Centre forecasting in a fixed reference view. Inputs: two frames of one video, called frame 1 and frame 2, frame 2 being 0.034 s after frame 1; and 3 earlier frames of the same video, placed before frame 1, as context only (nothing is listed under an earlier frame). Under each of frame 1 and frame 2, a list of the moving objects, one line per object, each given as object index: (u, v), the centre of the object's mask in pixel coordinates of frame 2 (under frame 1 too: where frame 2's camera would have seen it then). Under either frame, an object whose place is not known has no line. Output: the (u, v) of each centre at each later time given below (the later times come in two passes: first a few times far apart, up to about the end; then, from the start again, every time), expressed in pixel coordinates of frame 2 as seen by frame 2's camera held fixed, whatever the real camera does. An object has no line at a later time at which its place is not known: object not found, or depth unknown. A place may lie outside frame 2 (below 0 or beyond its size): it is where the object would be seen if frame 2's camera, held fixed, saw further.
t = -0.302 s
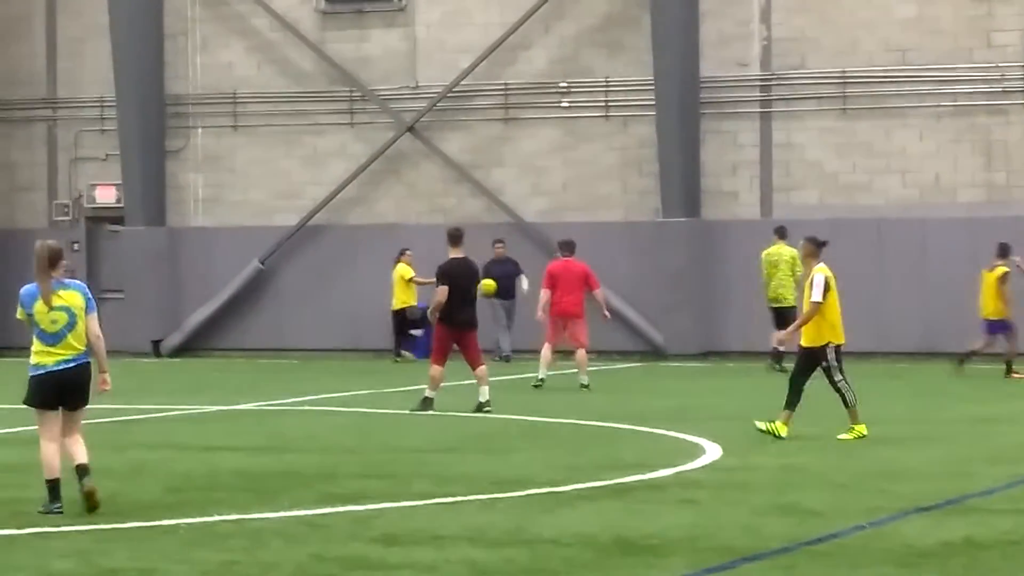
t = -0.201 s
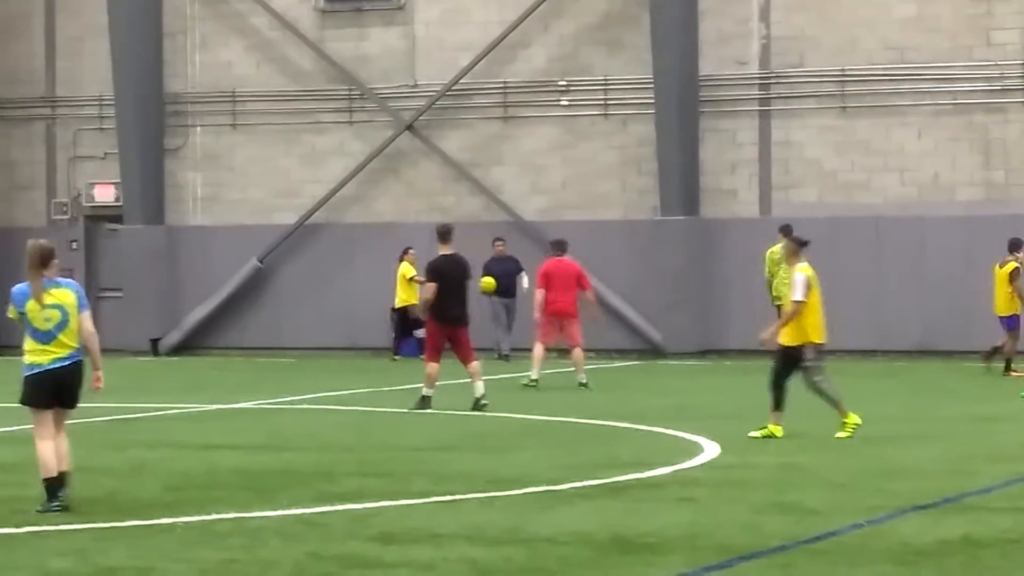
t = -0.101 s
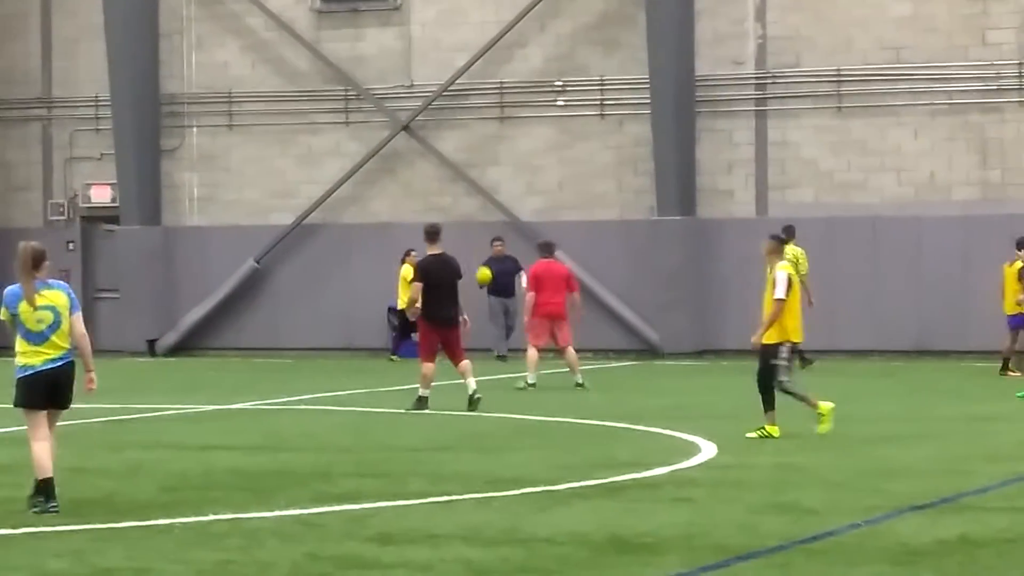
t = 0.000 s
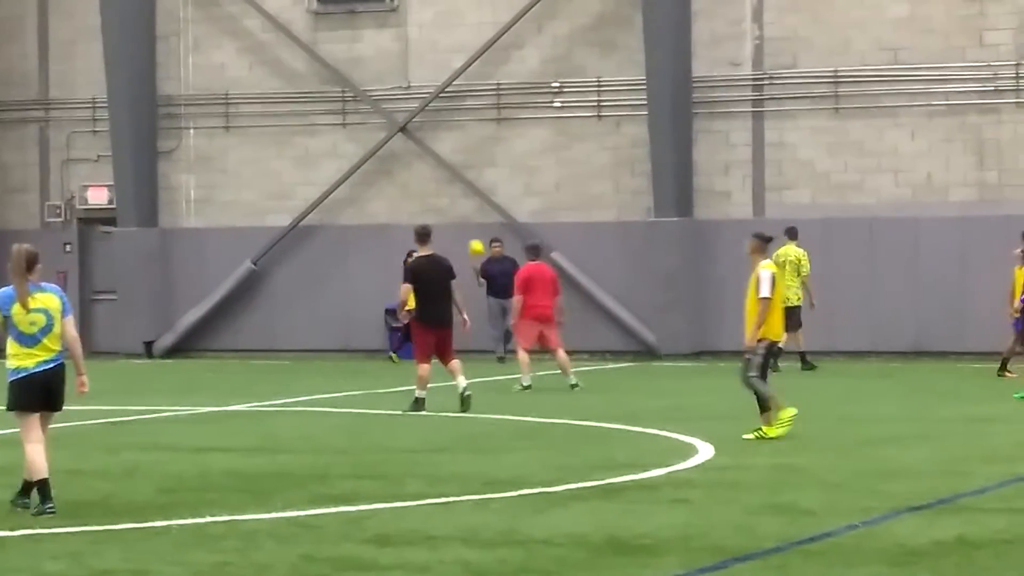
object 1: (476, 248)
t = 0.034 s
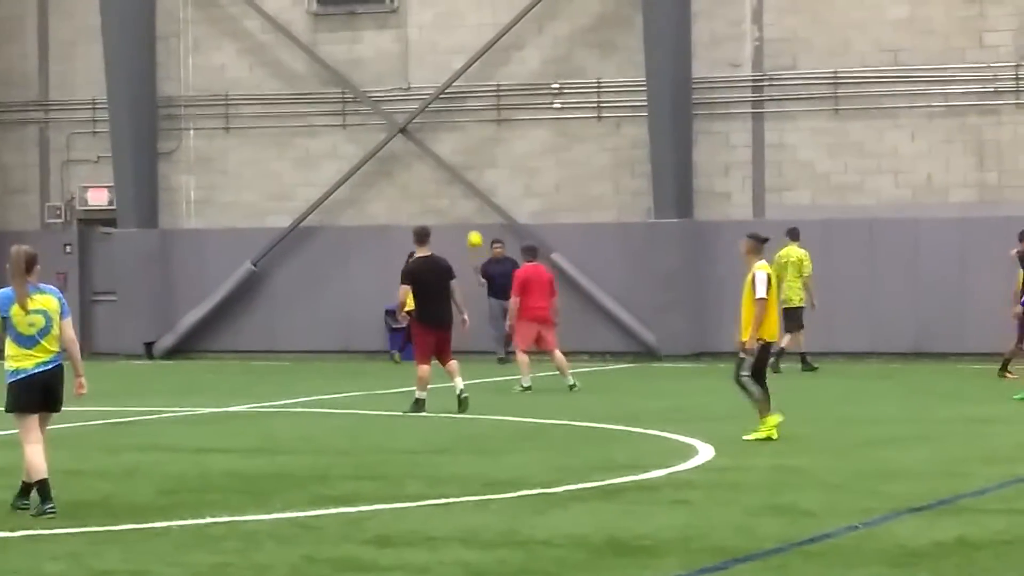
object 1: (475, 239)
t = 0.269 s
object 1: (461, 198)
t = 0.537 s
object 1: (449, 201)
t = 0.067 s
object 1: (473, 231)
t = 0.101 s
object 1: (471, 223)
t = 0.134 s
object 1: (469, 217)
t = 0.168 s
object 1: (467, 212)
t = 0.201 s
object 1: (465, 206)
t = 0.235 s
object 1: (463, 202)
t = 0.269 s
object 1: (461, 198)
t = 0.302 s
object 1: (460, 197)
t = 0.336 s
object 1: (458, 195)
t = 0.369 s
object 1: (457, 194)
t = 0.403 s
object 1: (455, 193)
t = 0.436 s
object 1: (454, 194)
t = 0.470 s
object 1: (452, 195)
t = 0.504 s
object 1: (450, 197)
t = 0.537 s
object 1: (449, 201)
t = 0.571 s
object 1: (448, 204)
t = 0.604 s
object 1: (447, 208)
